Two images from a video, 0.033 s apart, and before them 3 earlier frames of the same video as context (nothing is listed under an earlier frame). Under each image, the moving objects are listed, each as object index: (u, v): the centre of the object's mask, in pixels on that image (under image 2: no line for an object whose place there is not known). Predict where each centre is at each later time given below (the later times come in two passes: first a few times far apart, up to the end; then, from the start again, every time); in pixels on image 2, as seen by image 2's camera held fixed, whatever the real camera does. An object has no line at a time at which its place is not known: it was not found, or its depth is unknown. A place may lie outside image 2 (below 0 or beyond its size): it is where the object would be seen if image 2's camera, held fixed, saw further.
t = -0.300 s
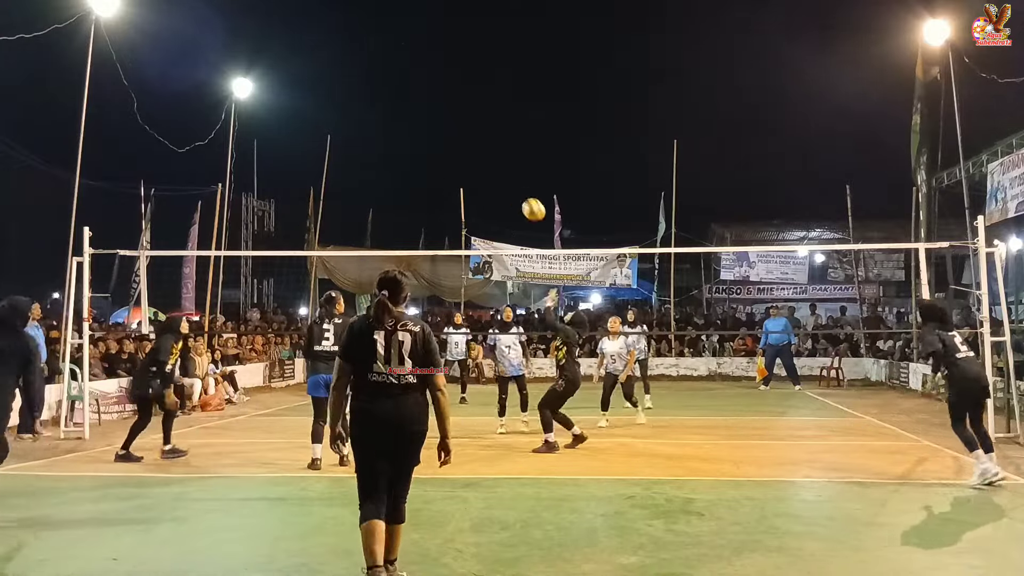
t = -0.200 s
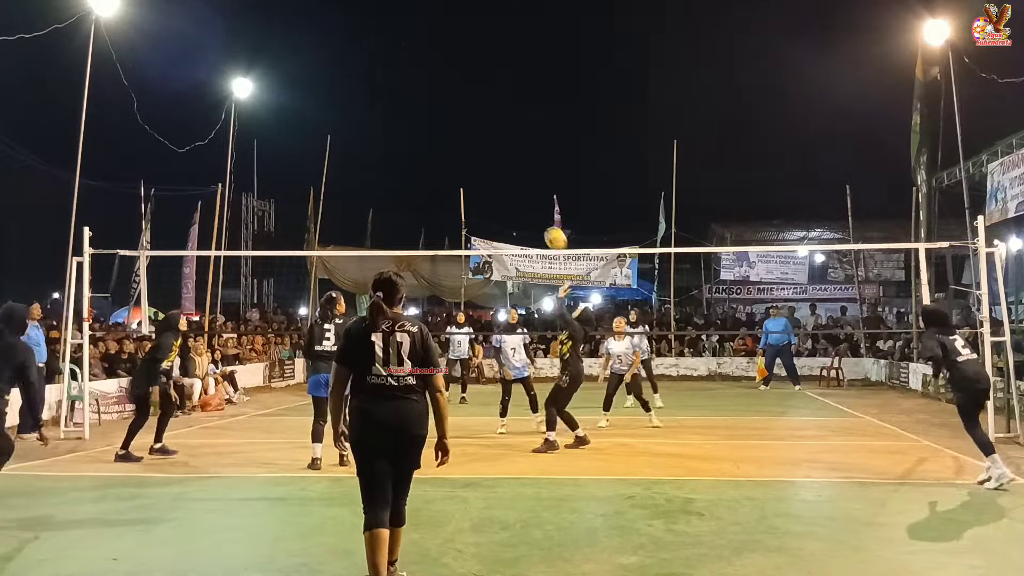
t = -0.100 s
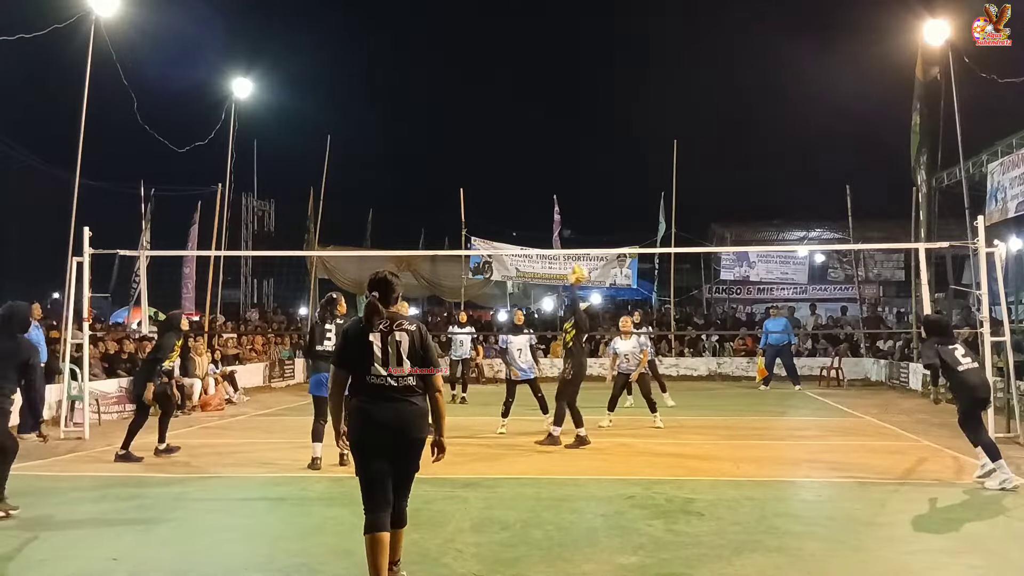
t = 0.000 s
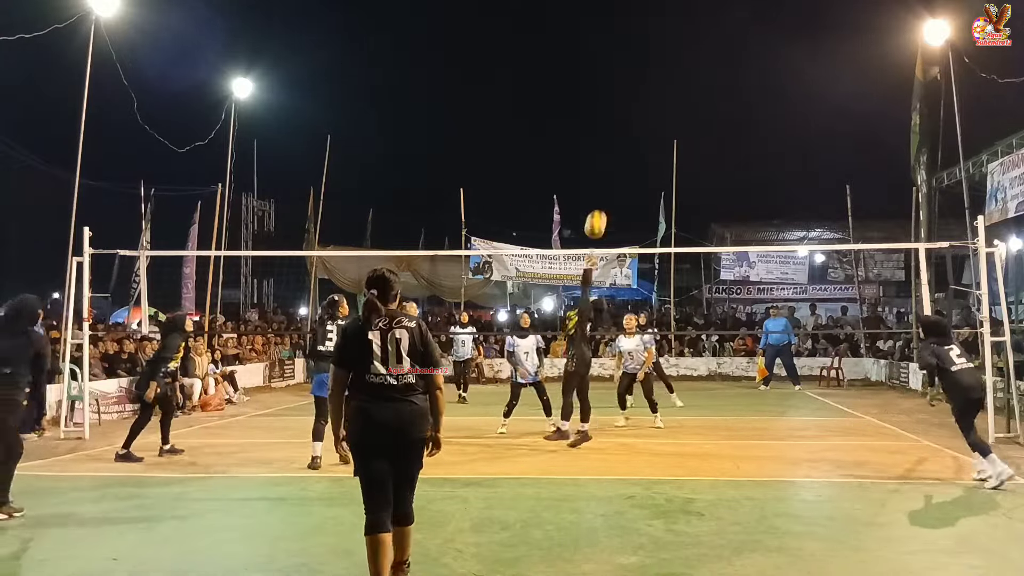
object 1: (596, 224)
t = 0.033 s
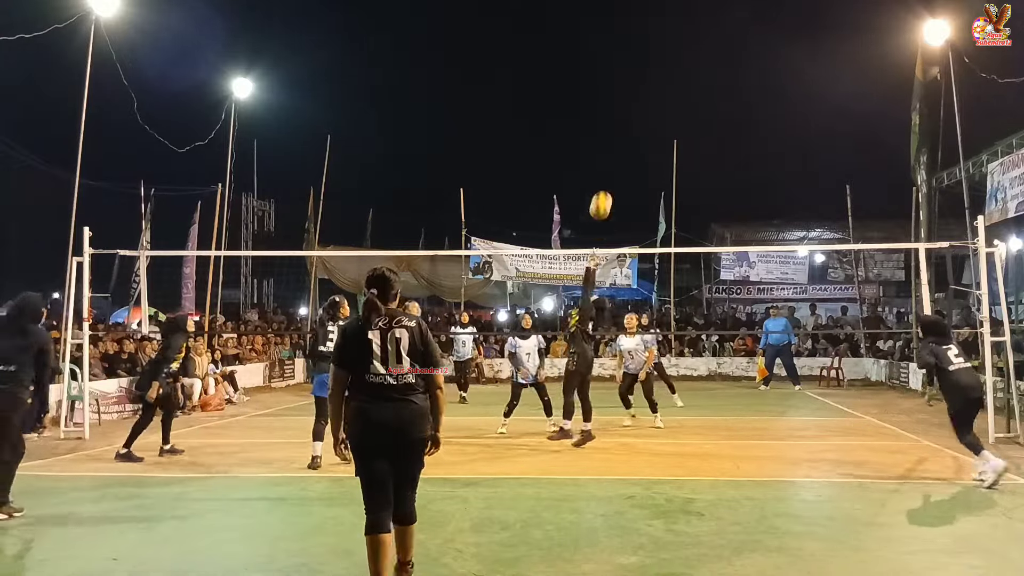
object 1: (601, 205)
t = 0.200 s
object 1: (627, 127)
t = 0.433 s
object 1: (664, 61)
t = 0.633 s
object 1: (695, 44)
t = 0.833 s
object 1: (724, 63)
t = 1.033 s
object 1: (753, 118)
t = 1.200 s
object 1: (777, 190)
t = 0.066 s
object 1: (606, 187)
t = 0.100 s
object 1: (611, 171)
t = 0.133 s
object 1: (616, 155)
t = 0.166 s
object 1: (622, 140)
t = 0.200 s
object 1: (627, 127)
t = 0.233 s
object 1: (632, 114)
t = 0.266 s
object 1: (638, 103)
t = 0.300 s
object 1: (643, 92)
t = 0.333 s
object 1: (648, 83)
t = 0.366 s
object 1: (653, 74)
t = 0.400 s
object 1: (659, 67)
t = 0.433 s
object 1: (664, 61)
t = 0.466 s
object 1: (669, 56)
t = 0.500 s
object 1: (674, 51)
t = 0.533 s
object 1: (679, 48)
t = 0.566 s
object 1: (685, 46)
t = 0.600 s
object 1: (690, 45)
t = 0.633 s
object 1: (695, 44)
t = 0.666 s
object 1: (700, 45)
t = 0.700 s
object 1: (705, 47)
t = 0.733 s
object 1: (710, 49)
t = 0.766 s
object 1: (715, 53)
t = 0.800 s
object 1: (720, 58)
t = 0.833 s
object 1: (724, 63)
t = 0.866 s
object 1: (730, 70)
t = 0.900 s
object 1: (734, 78)
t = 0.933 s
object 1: (739, 87)
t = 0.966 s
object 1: (744, 96)
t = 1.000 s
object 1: (748, 107)
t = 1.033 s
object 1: (753, 118)
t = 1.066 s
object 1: (758, 131)
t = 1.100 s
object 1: (763, 144)
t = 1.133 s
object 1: (767, 159)
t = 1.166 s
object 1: (772, 174)
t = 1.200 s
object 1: (777, 190)
